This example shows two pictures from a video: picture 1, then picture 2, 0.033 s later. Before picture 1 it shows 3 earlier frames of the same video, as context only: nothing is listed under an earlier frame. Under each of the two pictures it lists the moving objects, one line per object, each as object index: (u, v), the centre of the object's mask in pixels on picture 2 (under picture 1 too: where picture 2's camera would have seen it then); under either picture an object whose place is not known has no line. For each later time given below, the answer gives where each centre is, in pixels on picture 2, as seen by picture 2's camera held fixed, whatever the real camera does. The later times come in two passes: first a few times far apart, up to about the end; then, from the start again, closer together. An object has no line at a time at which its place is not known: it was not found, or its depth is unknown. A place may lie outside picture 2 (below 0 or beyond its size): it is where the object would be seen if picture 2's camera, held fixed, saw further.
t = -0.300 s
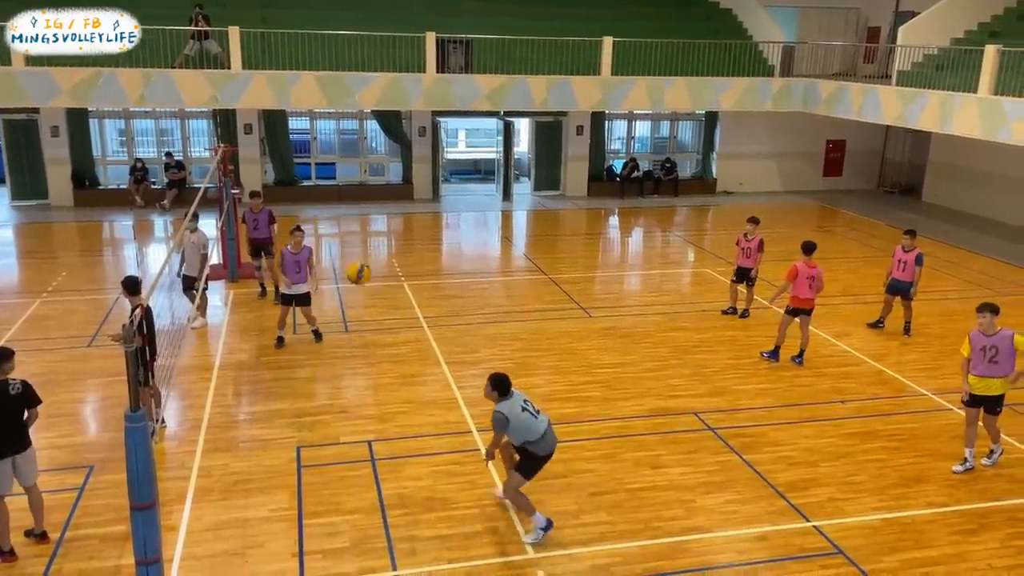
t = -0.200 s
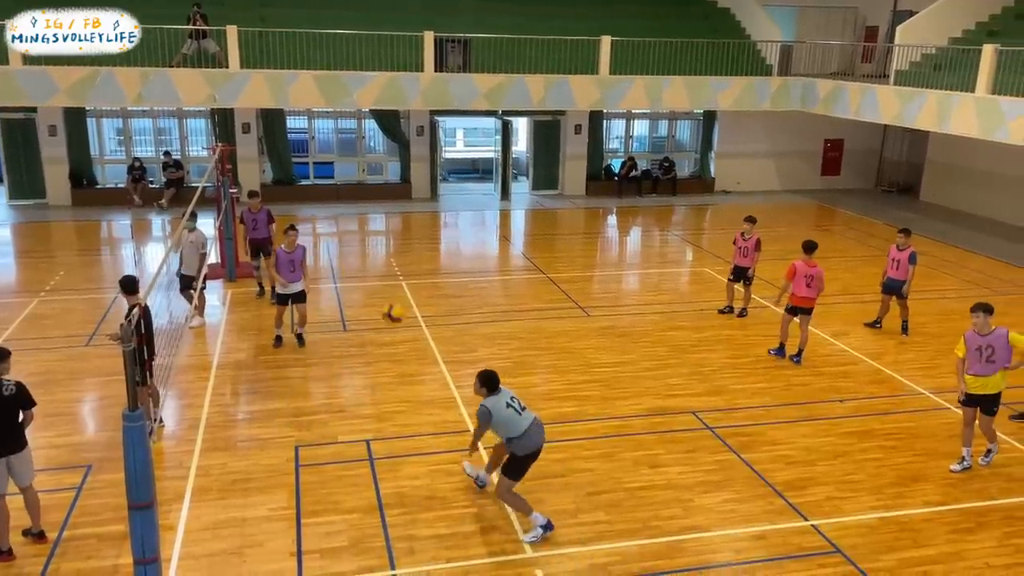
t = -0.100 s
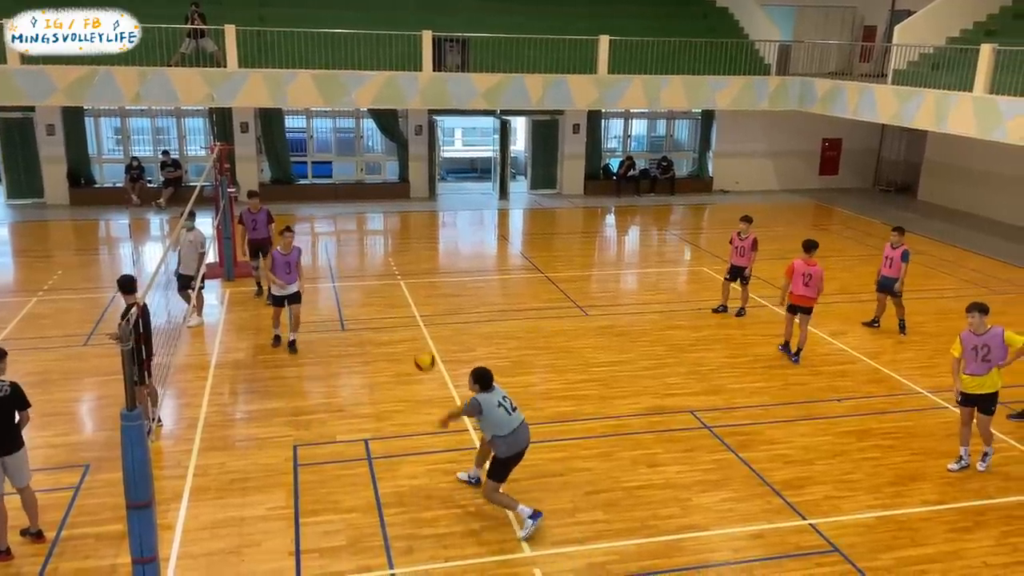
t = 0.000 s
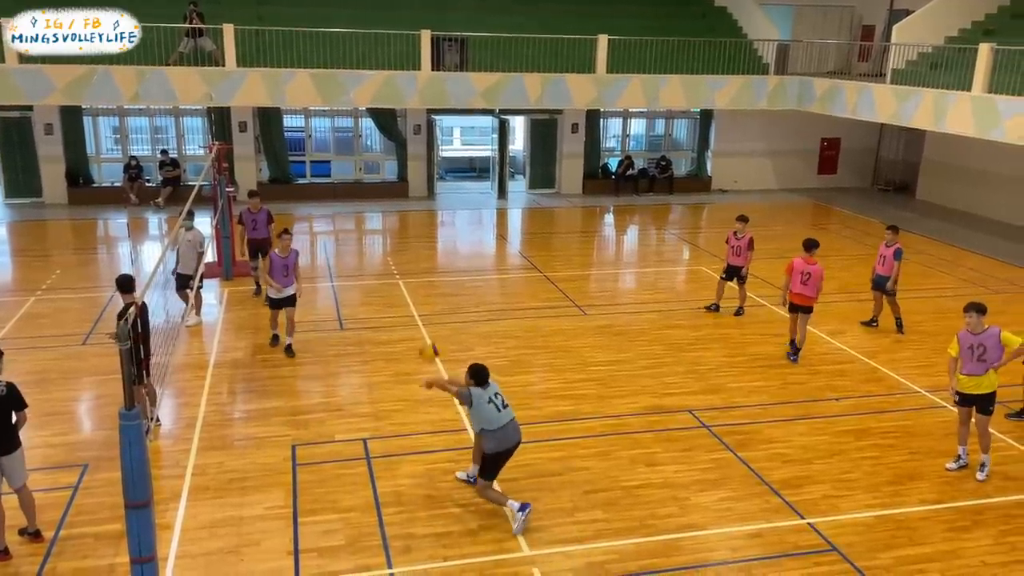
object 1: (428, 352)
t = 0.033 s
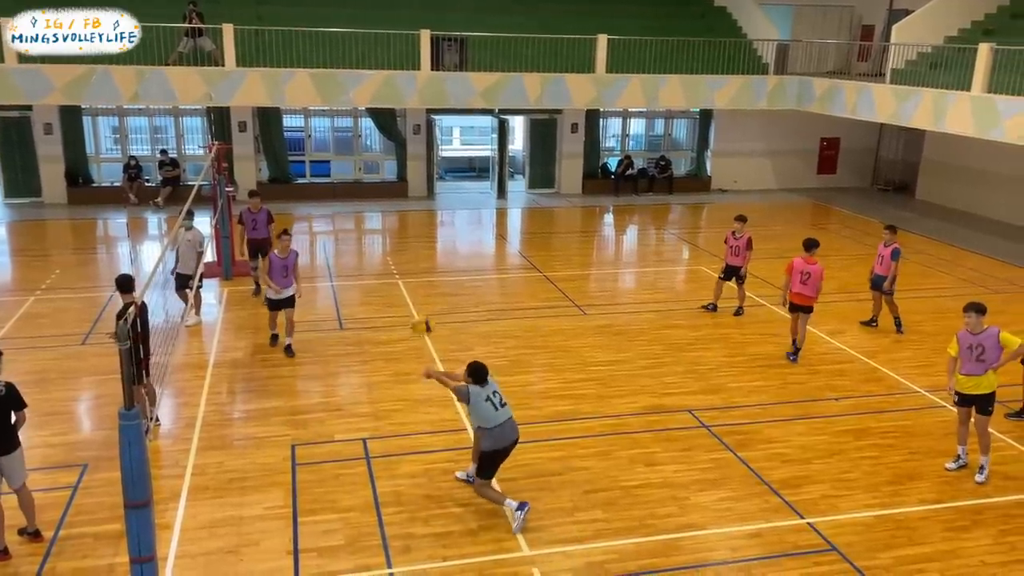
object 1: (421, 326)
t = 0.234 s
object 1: (380, 201)
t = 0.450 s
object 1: (337, 118)
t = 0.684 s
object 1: (295, 83)
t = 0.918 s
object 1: (260, 99)
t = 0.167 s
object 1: (394, 237)
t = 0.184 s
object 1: (391, 228)
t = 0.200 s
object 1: (387, 219)
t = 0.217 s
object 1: (383, 210)
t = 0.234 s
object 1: (380, 201)
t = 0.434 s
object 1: (340, 123)
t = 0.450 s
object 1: (337, 118)
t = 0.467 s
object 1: (333, 114)
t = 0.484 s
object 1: (330, 110)
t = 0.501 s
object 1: (327, 106)
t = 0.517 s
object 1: (324, 103)
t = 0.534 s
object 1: (321, 99)
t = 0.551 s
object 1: (318, 96)
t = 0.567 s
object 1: (315, 94)
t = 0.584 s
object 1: (311, 92)
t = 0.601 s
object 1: (309, 90)
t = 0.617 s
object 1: (305, 88)
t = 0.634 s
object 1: (303, 86)
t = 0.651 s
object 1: (301, 84)
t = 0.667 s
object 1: (297, 84)
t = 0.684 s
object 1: (295, 83)
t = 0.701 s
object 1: (292, 83)
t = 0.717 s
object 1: (290, 82)
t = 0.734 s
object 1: (286, 83)
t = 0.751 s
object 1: (283, 84)
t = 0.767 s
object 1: (281, 84)
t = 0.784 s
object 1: (278, 85)
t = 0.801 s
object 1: (276, 86)
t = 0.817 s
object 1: (274, 87)
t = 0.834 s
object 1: (272, 88)
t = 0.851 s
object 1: (269, 91)
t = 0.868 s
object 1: (267, 93)
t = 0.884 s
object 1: (264, 95)
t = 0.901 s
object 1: (262, 98)
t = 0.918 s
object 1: (260, 99)
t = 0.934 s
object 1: (258, 103)
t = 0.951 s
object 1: (256, 106)
